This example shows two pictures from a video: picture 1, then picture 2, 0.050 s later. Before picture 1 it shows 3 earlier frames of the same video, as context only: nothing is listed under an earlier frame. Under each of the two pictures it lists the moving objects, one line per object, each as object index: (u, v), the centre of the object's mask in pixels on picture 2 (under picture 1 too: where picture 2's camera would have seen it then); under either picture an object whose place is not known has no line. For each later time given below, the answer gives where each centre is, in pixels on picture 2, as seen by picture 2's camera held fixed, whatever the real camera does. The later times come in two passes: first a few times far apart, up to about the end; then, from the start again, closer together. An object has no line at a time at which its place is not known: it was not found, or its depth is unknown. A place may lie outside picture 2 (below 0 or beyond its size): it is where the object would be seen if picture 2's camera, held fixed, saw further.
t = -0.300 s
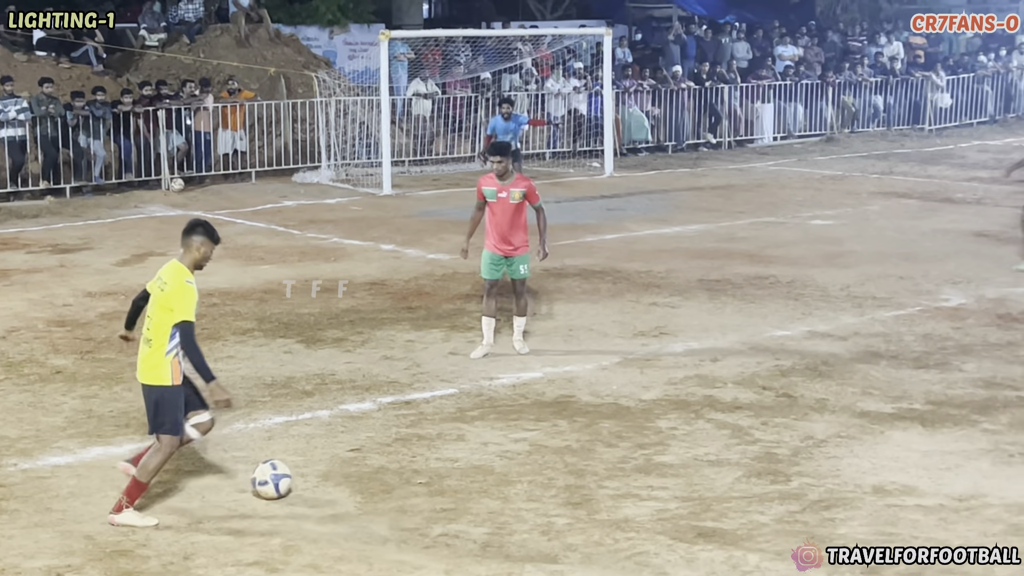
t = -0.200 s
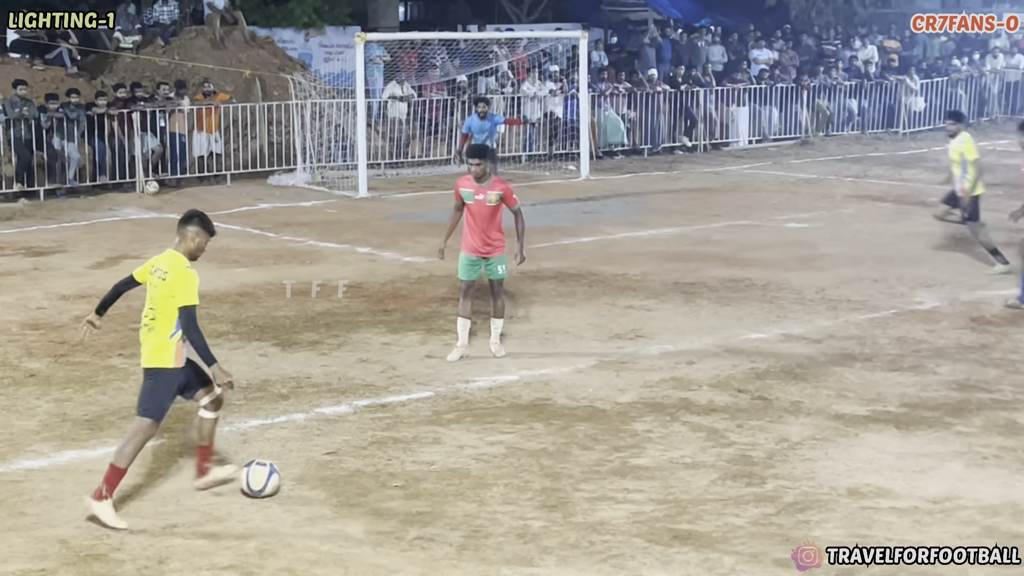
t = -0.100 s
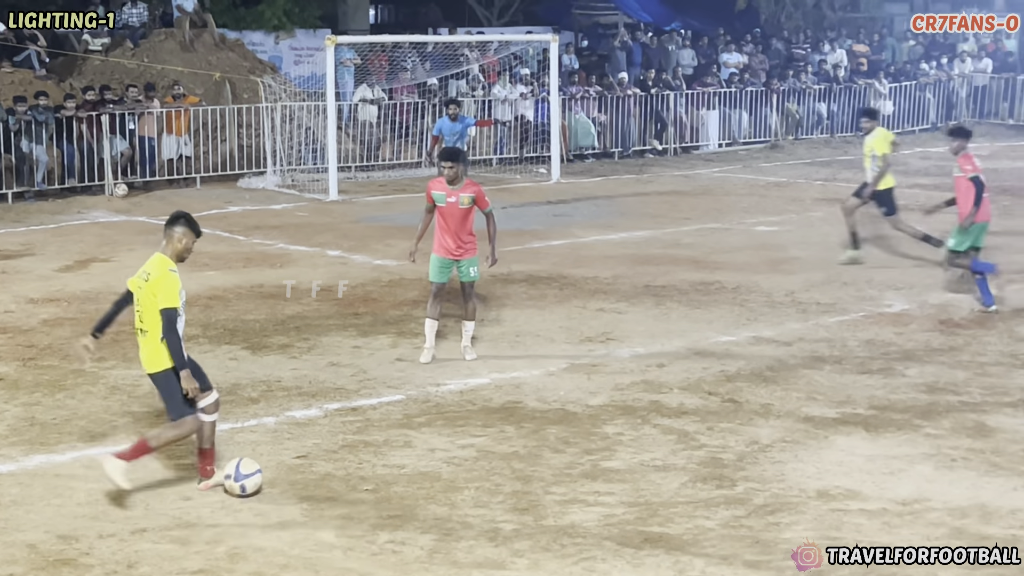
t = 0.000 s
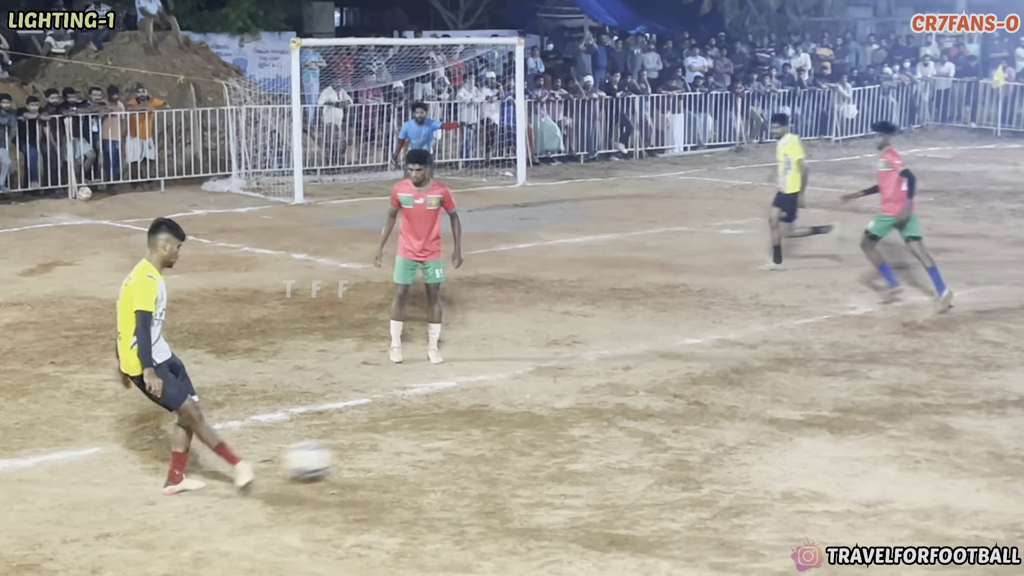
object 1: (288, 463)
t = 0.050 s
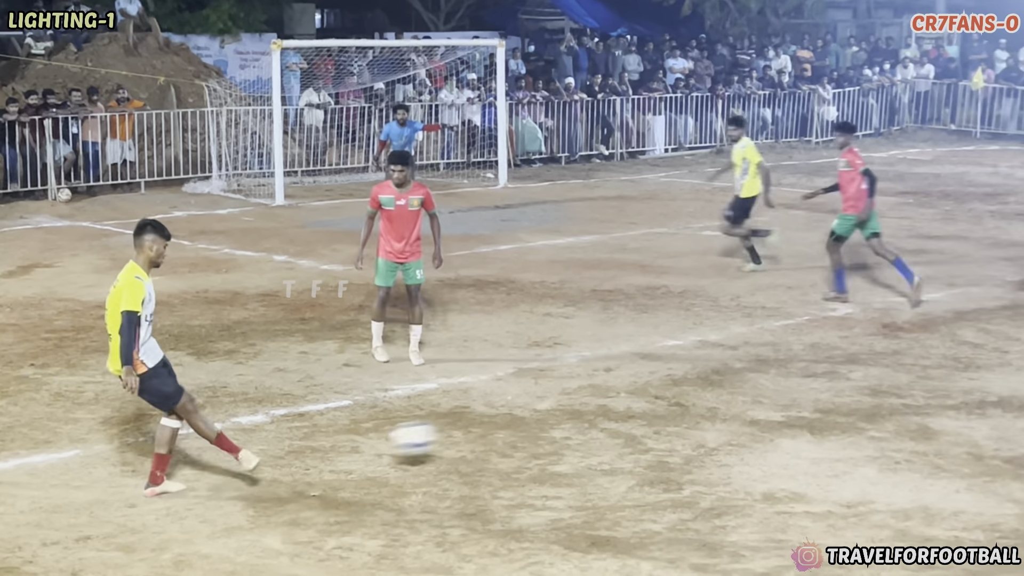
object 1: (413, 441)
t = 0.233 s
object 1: (795, 404)
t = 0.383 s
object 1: (1017, 358)
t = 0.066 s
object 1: (455, 434)
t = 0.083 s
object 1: (492, 430)
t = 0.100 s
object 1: (526, 425)
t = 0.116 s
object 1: (565, 420)
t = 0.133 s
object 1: (599, 417)
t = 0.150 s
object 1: (632, 413)
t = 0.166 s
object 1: (668, 410)
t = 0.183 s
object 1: (700, 408)
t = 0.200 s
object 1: (730, 406)
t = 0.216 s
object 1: (764, 404)
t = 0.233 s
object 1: (795, 404)
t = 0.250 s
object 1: (822, 400)
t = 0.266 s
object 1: (849, 394)
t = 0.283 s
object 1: (874, 389)
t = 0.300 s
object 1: (898, 383)
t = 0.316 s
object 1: (924, 376)
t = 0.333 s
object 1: (948, 370)
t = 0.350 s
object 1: (970, 366)
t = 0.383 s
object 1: (1017, 358)
